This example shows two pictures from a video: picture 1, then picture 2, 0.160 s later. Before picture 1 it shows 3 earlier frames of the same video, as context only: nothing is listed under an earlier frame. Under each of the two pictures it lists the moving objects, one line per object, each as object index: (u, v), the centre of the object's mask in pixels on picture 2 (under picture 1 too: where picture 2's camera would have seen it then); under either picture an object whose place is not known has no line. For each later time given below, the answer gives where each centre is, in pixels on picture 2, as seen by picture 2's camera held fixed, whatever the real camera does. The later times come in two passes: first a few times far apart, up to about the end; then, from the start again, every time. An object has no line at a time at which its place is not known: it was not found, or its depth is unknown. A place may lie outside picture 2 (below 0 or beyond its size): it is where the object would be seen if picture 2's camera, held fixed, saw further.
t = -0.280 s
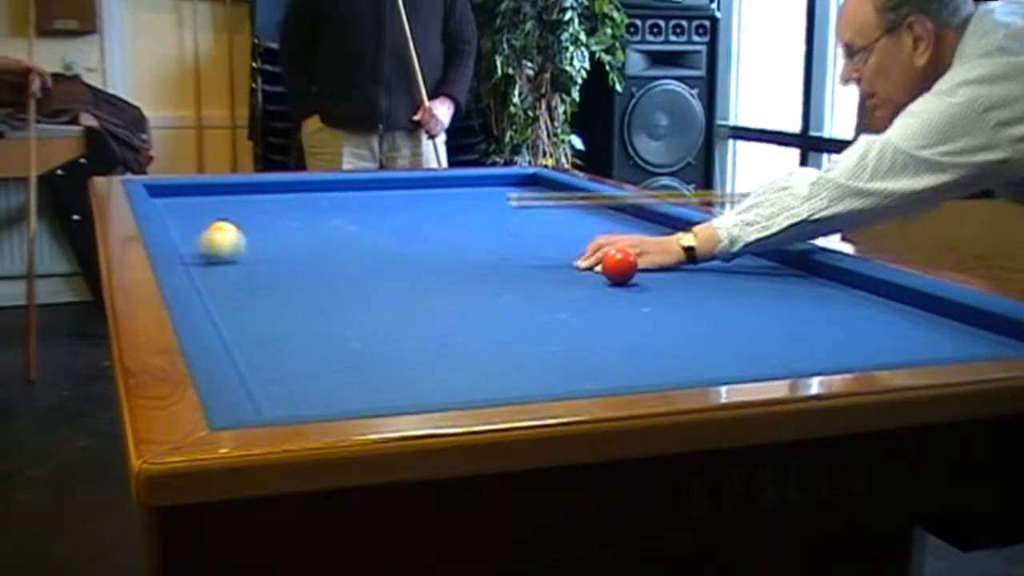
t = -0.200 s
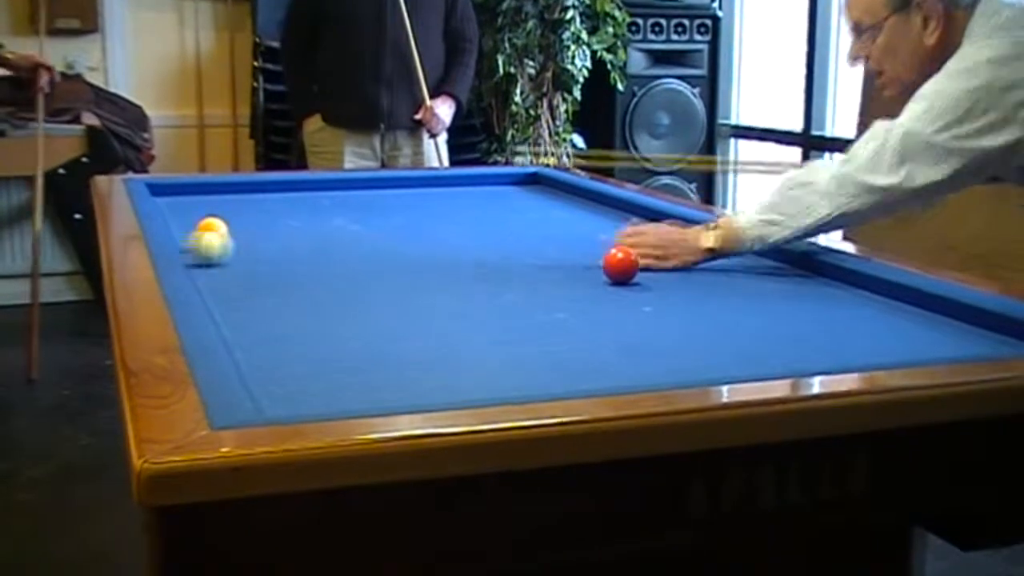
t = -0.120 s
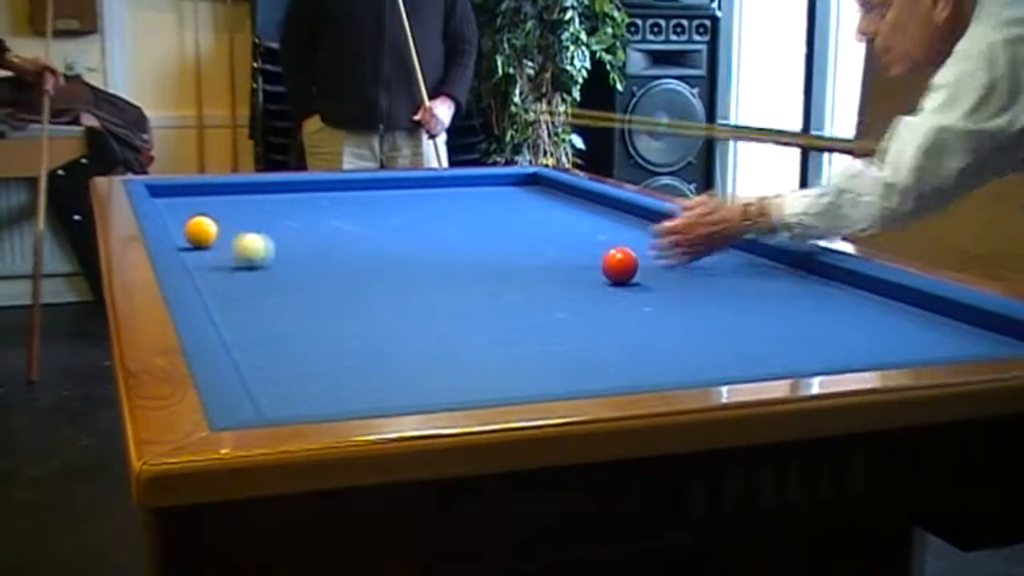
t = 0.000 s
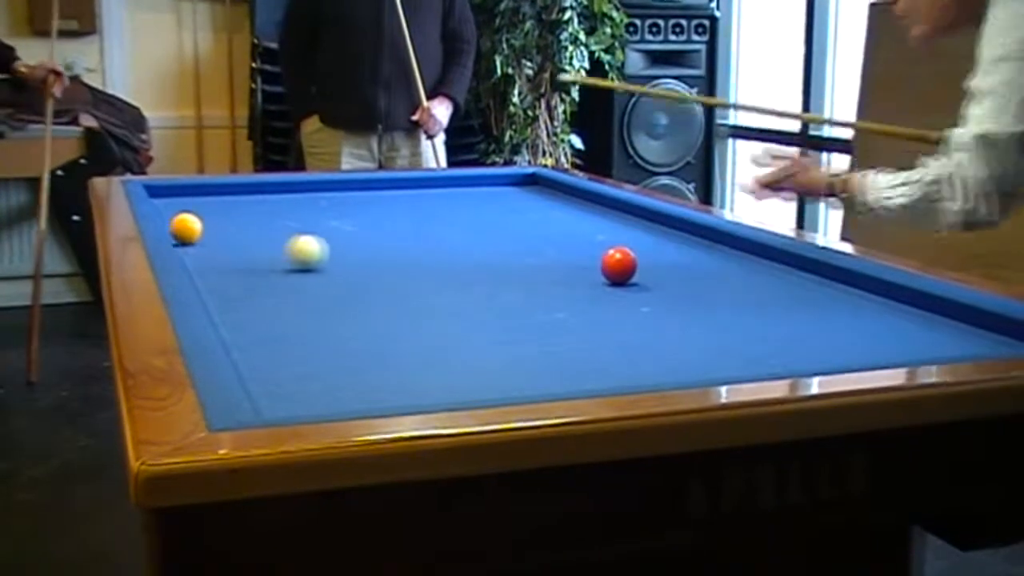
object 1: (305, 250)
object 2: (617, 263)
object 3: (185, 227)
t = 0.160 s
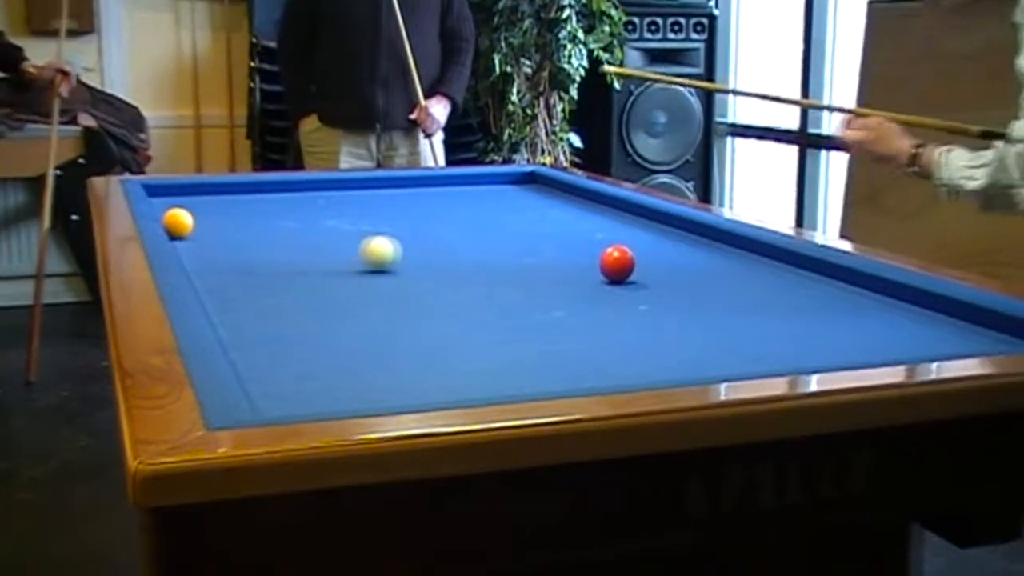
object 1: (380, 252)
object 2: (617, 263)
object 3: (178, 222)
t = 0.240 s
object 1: (417, 254)
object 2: (616, 264)
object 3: (180, 220)
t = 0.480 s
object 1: (531, 258)
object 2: (616, 263)
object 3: (187, 214)
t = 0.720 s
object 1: (599, 257)
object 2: (656, 267)
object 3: (194, 209)
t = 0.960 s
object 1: (630, 253)
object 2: (715, 273)
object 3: (200, 204)
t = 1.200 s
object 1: (658, 249)
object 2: (773, 279)
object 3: (207, 198)
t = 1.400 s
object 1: (680, 247)
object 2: (822, 284)
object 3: (210, 195)
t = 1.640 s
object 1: (704, 243)
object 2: (879, 290)
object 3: (215, 192)
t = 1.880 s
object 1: (726, 239)
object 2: (893, 296)
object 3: (219, 189)
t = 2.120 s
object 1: (714, 239)
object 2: (890, 303)
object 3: (223, 186)
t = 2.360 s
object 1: (696, 239)
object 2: (887, 309)
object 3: (227, 184)
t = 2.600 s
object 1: (680, 239)
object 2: (885, 316)
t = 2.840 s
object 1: (666, 238)
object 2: (883, 322)
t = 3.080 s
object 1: (653, 238)
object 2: (881, 328)
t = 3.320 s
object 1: (641, 237)
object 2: (878, 333)
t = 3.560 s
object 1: (631, 237)
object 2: (875, 337)
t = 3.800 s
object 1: (622, 237)
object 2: (873, 340)
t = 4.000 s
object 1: (616, 237)
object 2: (871, 342)
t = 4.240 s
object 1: (611, 237)
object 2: (868, 344)
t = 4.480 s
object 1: (606, 237)
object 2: (864, 346)
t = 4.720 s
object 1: (602, 237)
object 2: (860, 347)
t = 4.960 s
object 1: (601, 237)
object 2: (857, 349)
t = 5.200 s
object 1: (601, 237)
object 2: (853, 349)
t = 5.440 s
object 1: (601, 237)
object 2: (849, 349)
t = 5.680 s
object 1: (601, 236)
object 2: (847, 349)
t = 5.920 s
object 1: (601, 237)
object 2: (846, 349)
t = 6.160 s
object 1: (601, 237)
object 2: (847, 349)
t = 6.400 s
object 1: (601, 237)
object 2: (846, 349)
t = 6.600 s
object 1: (601, 237)
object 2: (846, 349)
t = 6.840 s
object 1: (600, 237)
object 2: (845, 349)
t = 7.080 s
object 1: (600, 236)
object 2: (845, 350)
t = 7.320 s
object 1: (601, 236)
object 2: (845, 350)
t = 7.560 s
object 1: (601, 236)
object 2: (845, 349)
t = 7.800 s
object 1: (601, 236)
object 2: (846, 350)
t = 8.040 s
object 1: (601, 236)
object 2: (846, 350)
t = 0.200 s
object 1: (399, 253)
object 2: (616, 263)
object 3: (179, 221)
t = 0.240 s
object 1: (417, 254)
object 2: (616, 264)
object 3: (180, 220)
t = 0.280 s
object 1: (436, 255)
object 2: (616, 263)
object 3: (182, 219)
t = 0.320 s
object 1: (455, 255)
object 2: (616, 263)
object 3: (183, 218)
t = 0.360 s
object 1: (474, 256)
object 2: (616, 263)
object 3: (184, 217)
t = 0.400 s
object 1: (493, 257)
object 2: (616, 263)
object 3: (185, 216)
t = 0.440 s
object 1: (512, 257)
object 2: (616, 263)
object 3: (186, 215)
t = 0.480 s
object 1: (531, 258)
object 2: (616, 263)
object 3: (187, 214)
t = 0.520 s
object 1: (550, 258)
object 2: (616, 263)
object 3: (189, 214)
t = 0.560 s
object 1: (569, 259)
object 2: (616, 263)
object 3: (190, 213)
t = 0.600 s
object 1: (583, 259)
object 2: (620, 264)
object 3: (191, 212)
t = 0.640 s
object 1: (588, 258)
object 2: (634, 265)
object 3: (192, 211)
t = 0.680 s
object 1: (593, 258)
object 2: (647, 266)
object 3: (193, 210)
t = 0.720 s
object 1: (599, 257)
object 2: (656, 267)
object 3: (194, 209)
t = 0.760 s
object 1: (604, 256)
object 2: (666, 269)
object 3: (195, 208)
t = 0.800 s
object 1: (609, 256)
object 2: (676, 270)
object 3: (196, 207)
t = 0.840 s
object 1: (615, 255)
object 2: (686, 270)
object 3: (198, 206)
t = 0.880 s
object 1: (620, 255)
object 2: (695, 271)
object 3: (199, 205)
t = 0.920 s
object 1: (625, 254)
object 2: (705, 272)
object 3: (200, 204)
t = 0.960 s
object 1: (630, 253)
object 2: (715, 273)
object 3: (200, 204)
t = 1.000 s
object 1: (635, 253)
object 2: (724, 274)
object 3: (202, 203)
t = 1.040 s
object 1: (640, 252)
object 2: (734, 275)
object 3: (202, 202)
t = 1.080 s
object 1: (644, 251)
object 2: (744, 276)
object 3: (203, 201)
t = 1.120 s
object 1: (649, 250)
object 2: (754, 277)
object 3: (205, 200)
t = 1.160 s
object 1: (654, 250)
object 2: (763, 278)
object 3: (205, 199)
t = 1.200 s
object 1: (658, 249)
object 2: (773, 279)
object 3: (207, 198)
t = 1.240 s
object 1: (663, 248)
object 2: (782, 280)
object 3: (207, 198)
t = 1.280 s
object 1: (667, 248)
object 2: (792, 281)
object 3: (208, 198)
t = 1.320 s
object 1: (672, 248)
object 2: (802, 281)
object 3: (209, 196)
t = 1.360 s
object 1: (676, 247)
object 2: (812, 282)
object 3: (210, 196)
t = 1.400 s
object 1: (680, 247)
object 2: (822, 284)
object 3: (210, 195)
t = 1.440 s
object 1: (684, 246)
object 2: (832, 285)
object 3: (211, 195)
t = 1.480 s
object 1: (688, 245)
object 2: (841, 286)
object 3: (212, 194)
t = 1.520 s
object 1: (692, 245)
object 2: (851, 287)
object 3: (213, 193)
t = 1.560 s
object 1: (696, 244)
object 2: (860, 288)
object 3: (213, 193)
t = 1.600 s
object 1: (700, 244)
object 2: (870, 289)
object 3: (214, 192)
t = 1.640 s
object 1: (704, 243)
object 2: (879, 290)
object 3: (215, 192)
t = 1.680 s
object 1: (708, 242)
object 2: (888, 290)
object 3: (216, 191)
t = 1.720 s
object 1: (711, 241)
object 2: (894, 291)
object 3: (216, 190)
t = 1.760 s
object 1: (715, 241)
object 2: (893, 292)
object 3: (217, 190)
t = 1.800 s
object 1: (719, 241)
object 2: (893, 293)
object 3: (217, 189)
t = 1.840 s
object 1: (723, 240)
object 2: (893, 295)
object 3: (218, 189)
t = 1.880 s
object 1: (726, 239)
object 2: (893, 296)
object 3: (219, 189)
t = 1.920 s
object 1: (729, 239)
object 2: (893, 297)
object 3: (220, 188)
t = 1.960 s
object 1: (727, 239)
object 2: (892, 298)
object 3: (221, 188)
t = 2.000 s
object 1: (724, 239)
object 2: (891, 300)
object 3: (221, 187)
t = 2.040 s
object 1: (721, 239)
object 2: (891, 300)
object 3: (221, 187)
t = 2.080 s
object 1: (718, 239)
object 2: (890, 302)
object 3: (222, 186)
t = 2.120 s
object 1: (714, 239)
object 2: (890, 303)
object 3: (223, 186)
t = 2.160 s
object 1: (711, 239)
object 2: (889, 304)
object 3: (223, 185)
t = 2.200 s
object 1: (708, 239)
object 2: (889, 305)
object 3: (224, 185)
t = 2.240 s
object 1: (705, 239)
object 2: (888, 306)
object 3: (225, 185)
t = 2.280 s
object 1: (702, 239)
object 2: (888, 307)
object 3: (225, 184)
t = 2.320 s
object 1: (699, 239)
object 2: (888, 308)
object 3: (226, 184)
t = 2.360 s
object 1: (696, 239)
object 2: (887, 309)
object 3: (227, 184)
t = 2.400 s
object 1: (694, 239)
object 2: (887, 311)
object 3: (228, 185)
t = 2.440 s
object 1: (691, 238)
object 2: (887, 312)
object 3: (229, 185)
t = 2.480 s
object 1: (688, 239)
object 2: (886, 313)
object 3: (230, 186)
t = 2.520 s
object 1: (685, 239)
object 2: (886, 314)
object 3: (231, 186)
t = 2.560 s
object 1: (683, 239)
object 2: (885, 315)
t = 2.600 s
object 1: (680, 239)
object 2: (885, 316)
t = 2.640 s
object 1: (678, 239)
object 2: (885, 317)
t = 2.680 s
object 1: (676, 239)
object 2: (885, 318)
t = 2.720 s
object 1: (673, 238)
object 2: (884, 319)
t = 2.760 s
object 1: (670, 238)
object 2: (884, 320)
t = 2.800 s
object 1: (668, 238)
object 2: (883, 321)
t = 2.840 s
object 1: (666, 238)
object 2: (883, 322)
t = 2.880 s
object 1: (664, 238)
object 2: (883, 323)
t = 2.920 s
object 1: (661, 238)
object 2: (883, 324)
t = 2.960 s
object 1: (659, 238)
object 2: (882, 325)
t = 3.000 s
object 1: (657, 238)
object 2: (882, 326)
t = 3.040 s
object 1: (655, 238)
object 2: (881, 327)
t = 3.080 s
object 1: (653, 238)
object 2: (881, 328)
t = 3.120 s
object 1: (651, 238)
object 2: (881, 329)
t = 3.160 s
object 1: (649, 238)
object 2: (880, 330)
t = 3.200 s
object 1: (647, 237)
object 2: (880, 331)
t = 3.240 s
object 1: (645, 237)
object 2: (879, 332)
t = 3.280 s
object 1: (643, 237)
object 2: (879, 332)
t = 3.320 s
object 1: (641, 237)
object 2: (878, 333)
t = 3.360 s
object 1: (639, 237)
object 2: (878, 334)
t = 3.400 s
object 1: (638, 237)
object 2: (877, 334)
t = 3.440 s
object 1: (636, 237)
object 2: (877, 335)
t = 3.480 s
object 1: (634, 237)
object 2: (876, 336)
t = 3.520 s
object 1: (633, 237)
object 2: (876, 336)
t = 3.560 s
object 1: (631, 237)
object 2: (875, 337)
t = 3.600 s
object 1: (630, 237)
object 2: (875, 337)
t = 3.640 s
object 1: (628, 237)
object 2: (875, 338)
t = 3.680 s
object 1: (626, 237)
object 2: (875, 338)
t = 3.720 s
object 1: (625, 237)
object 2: (874, 339)
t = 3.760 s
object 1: (624, 237)
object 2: (873, 340)
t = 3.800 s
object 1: (622, 237)
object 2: (873, 340)
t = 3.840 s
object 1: (621, 237)
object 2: (872, 341)
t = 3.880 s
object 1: (620, 237)
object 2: (872, 341)
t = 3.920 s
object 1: (619, 237)
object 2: (872, 341)
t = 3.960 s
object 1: (618, 237)
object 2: (871, 341)
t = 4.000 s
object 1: (616, 237)
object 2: (871, 342)
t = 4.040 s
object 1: (615, 237)
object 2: (871, 342)
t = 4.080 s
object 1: (614, 237)
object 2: (870, 342)
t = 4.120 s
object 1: (613, 237)
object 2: (869, 343)
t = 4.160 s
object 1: (612, 237)
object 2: (869, 344)
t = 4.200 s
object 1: (611, 236)
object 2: (869, 344)
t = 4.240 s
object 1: (611, 237)
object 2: (868, 344)
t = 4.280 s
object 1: (610, 237)
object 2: (868, 344)
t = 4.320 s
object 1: (609, 237)
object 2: (867, 344)
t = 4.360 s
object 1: (608, 237)
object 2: (866, 345)
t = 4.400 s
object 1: (607, 237)
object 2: (865, 345)
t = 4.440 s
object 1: (606, 237)
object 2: (865, 345)
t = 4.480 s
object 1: (606, 237)
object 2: (864, 346)
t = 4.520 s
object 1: (605, 237)
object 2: (863, 346)
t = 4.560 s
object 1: (605, 237)
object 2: (863, 347)
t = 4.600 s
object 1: (604, 237)
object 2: (862, 347)
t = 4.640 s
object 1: (603, 237)
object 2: (861, 347)
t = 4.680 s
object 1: (603, 237)
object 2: (861, 347)
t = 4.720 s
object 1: (602, 237)
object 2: (860, 347)
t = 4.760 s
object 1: (602, 237)
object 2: (860, 348)
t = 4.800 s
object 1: (602, 237)
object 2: (859, 348)
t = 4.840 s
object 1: (601, 237)
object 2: (859, 348)
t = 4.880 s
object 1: (601, 237)
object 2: (858, 348)
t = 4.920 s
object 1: (601, 237)
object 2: (858, 349)
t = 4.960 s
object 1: (601, 237)
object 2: (857, 349)
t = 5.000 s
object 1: (601, 237)
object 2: (857, 349)
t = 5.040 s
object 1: (601, 237)
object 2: (856, 349)
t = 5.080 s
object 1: (601, 237)
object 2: (855, 349)
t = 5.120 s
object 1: (601, 237)
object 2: (855, 349)
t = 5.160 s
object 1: (601, 237)
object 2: (854, 349)
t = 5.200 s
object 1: (601, 237)
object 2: (853, 349)
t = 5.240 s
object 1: (601, 237)
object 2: (852, 349)
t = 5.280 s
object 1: (601, 237)
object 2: (851, 349)
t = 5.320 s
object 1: (601, 237)
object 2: (850, 349)
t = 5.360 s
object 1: (601, 237)
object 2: (849, 349)
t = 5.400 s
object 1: (601, 237)
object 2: (849, 349)
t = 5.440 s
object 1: (601, 237)
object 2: (849, 349)
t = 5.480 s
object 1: (601, 237)
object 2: (848, 349)
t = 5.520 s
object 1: (601, 237)
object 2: (848, 349)
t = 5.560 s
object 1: (601, 237)
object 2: (847, 349)
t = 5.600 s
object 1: (601, 237)
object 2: (847, 349)
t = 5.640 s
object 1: (601, 237)
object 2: (847, 349)
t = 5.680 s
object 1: (601, 236)
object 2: (847, 349)
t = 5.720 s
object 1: (601, 237)
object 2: (846, 349)
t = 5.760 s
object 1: (601, 237)
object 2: (846, 349)
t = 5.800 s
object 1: (601, 237)
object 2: (846, 349)
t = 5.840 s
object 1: (601, 236)
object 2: (846, 349)
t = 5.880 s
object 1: (601, 236)
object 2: (846, 349)
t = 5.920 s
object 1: (601, 237)
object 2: (846, 349)
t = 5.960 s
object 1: (601, 237)
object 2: (846, 349)
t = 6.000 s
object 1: (601, 237)
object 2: (846, 349)
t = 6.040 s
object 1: (601, 236)
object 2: (847, 349)
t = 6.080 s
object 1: (601, 236)
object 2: (847, 349)
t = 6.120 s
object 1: (601, 236)
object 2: (847, 349)
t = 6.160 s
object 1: (601, 237)
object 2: (847, 349)
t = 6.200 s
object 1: (601, 237)
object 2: (847, 349)
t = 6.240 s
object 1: (601, 237)
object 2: (846, 349)
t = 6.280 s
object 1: (601, 237)
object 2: (847, 349)
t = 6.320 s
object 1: (601, 237)
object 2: (846, 350)
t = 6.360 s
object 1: (601, 237)
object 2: (846, 349)
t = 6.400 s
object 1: (601, 237)
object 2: (846, 349)
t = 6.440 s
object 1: (601, 237)
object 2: (846, 349)
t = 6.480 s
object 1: (601, 237)
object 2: (846, 349)
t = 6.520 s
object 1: (601, 237)
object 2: (846, 349)
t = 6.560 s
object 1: (601, 237)
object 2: (846, 349)
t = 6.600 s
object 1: (601, 237)
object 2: (846, 349)
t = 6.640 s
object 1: (600, 237)
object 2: (846, 349)
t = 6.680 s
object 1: (600, 236)
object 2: (846, 350)
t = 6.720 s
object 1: (600, 237)
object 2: (846, 350)
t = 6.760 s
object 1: (600, 237)
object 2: (846, 350)
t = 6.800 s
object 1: (601, 237)
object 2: (845, 350)
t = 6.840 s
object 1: (600, 237)
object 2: (845, 349)
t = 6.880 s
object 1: (601, 237)
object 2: (845, 349)
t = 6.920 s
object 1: (601, 236)
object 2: (845, 349)
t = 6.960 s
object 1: (601, 237)
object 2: (845, 349)
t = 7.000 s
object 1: (601, 237)
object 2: (845, 349)
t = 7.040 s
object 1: (601, 236)
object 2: (845, 349)
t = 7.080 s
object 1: (600, 236)
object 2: (845, 350)
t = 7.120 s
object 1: (600, 237)
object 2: (845, 350)
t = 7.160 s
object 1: (601, 236)
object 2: (845, 349)
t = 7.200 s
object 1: (600, 236)
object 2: (845, 349)
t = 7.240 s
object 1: (600, 237)
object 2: (845, 349)
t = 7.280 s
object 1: (601, 236)
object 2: (845, 349)
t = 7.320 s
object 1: (601, 236)
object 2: (845, 350)
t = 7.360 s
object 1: (601, 236)
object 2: (845, 349)
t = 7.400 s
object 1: (600, 236)
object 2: (845, 349)
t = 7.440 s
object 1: (601, 236)
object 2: (845, 349)
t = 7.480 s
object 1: (600, 236)
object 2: (845, 349)
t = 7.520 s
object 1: (601, 236)
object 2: (845, 349)
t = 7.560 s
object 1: (601, 236)
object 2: (845, 349)
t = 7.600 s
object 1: (601, 236)
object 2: (845, 349)
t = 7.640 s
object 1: (601, 236)
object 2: (846, 350)
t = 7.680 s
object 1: (601, 236)
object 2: (846, 349)
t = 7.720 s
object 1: (601, 236)
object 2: (846, 350)
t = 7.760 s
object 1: (601, 236)
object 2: (846, 350)
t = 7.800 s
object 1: (601, 236)
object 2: (846, 350)
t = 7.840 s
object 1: (601, 236)
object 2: (846, 349)
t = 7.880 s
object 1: (601, 236)
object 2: (846, 350)
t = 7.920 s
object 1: (601, 236)
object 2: (846, 349)
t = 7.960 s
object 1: (601, 236)
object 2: (846, 349)
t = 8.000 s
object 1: (601, 236)
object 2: (846, 349)
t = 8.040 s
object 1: (601, 236)
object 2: (846, 350)
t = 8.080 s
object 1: (601, 236)
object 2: (846, 349)
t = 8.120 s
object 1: (601, 237)
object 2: (846, 349)
